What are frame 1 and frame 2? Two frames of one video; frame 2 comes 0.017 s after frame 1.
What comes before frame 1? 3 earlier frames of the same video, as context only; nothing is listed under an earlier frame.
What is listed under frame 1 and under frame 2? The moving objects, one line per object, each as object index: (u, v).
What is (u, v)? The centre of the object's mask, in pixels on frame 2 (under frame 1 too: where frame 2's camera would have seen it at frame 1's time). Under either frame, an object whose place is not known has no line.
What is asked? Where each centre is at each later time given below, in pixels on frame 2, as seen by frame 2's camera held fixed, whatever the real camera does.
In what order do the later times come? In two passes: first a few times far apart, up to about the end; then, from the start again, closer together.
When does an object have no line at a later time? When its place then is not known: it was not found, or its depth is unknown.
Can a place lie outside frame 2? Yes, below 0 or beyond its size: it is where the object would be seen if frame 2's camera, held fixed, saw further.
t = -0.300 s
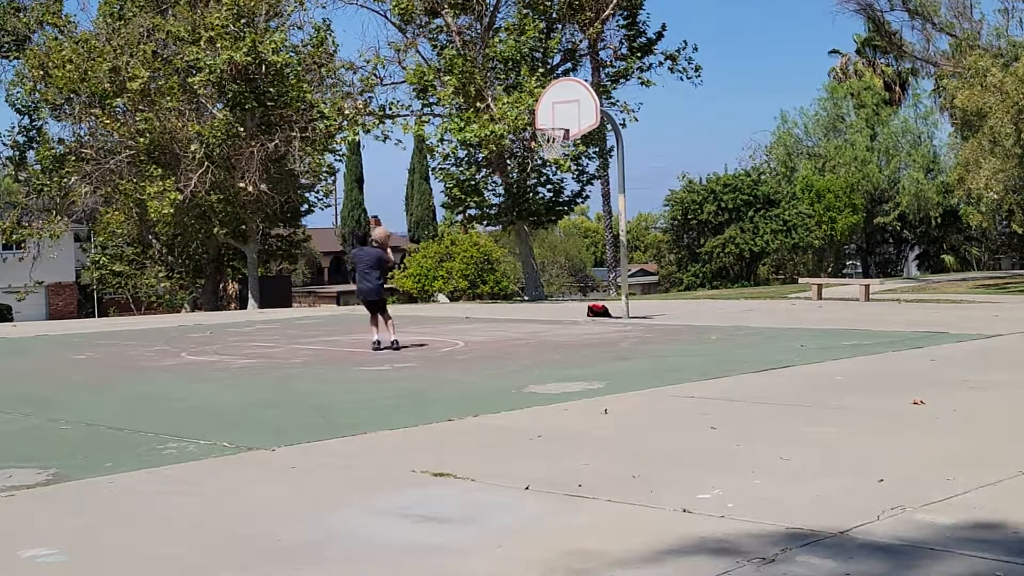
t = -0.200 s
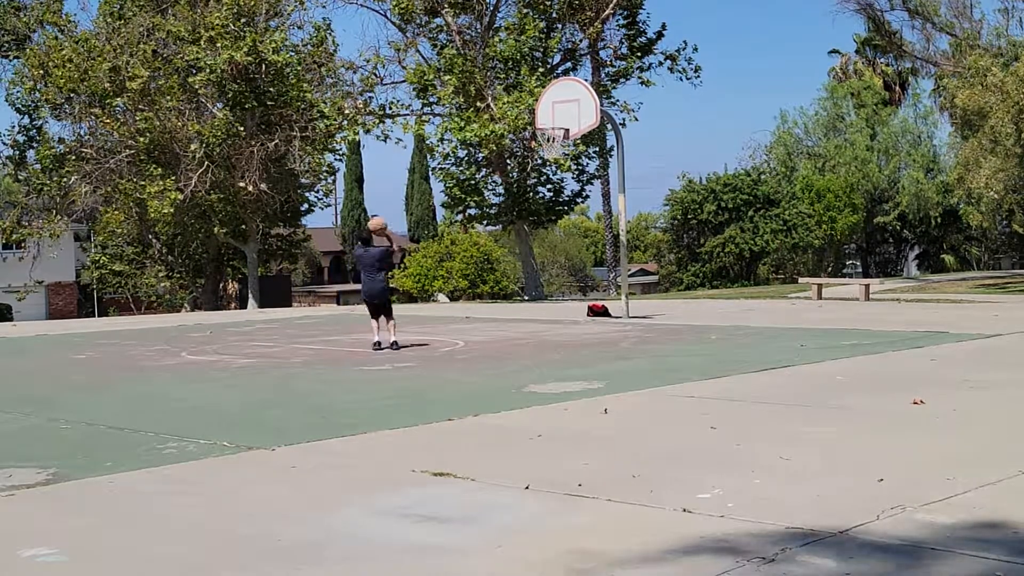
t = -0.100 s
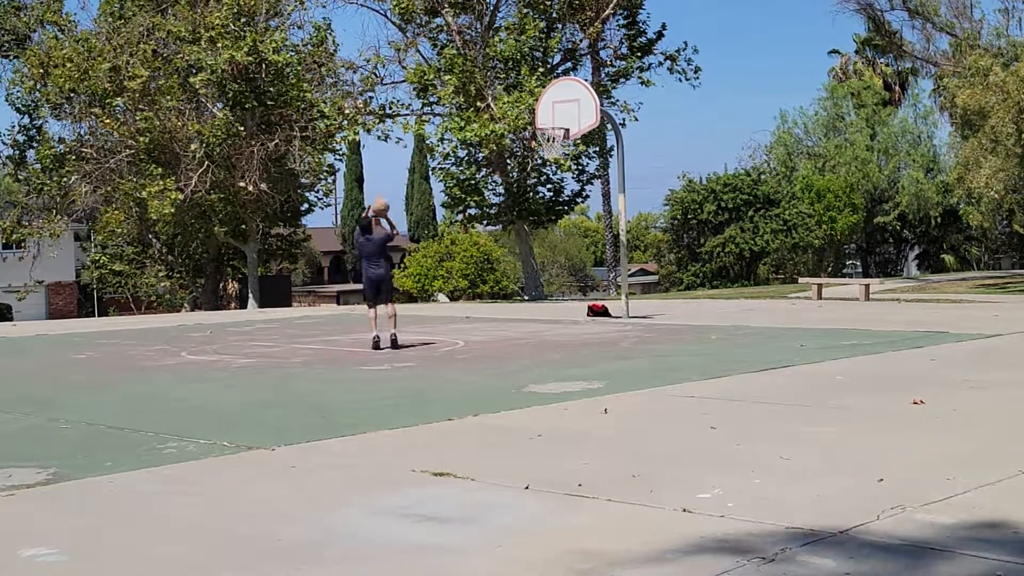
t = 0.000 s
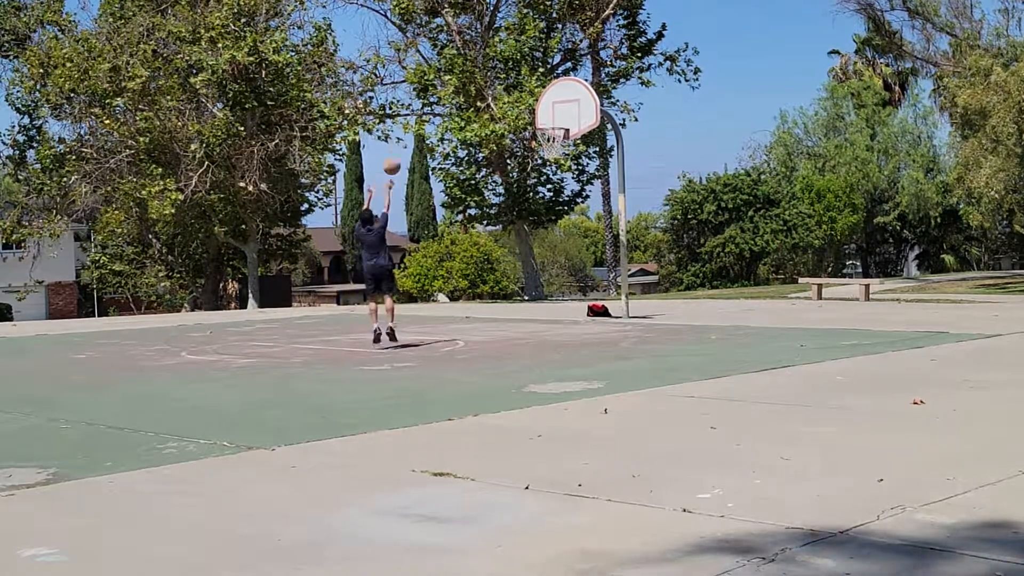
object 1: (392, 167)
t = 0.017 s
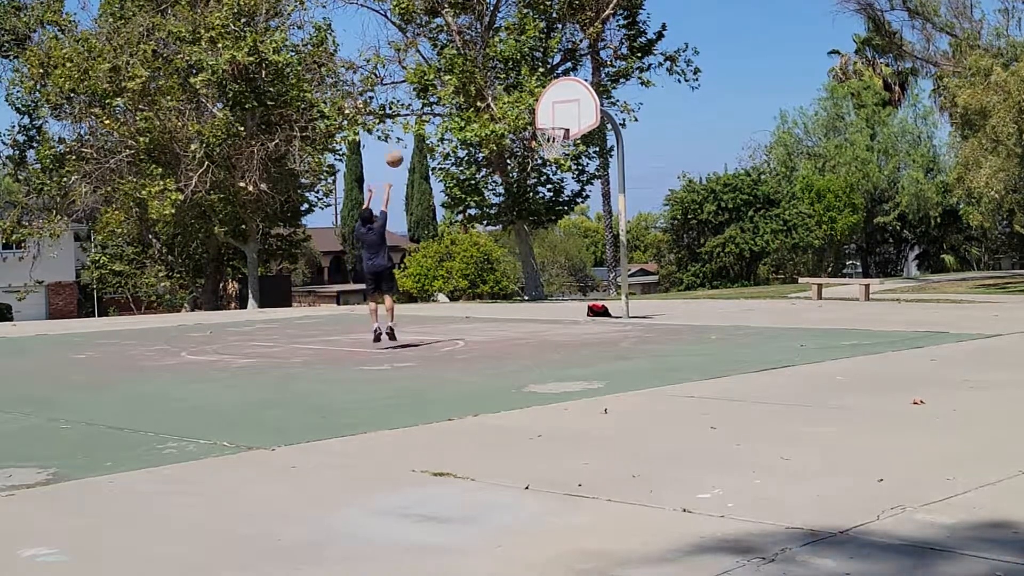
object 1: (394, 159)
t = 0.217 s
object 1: (428, 90)
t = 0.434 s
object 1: (462, 50)
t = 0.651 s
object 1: (494, 45)
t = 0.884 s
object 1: (528, 73)
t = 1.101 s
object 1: (559, 121)
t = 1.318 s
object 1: (595, 100)
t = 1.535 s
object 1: (631, 109)
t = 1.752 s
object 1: (672, 151)
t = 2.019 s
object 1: (724, 245)
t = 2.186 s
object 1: (758, 323)
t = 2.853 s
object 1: (864, 205)
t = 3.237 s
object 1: (936, 283)
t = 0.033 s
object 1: (397, 151)
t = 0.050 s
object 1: (399, 145)
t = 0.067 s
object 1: (402, 138)
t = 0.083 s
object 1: (405, 132)
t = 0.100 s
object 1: (408, 126)
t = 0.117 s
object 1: (410, 120)
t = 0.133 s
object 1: (413, 114)
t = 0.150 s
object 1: (417, 109)
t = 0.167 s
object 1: (419, 104)
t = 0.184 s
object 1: (422, 99)
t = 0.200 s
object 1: (425, 94)
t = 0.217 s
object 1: (428, 90)
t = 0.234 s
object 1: (430, 86)
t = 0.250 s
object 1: (434, 81)
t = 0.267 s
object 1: (435, 77)
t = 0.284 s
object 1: (438, 74)
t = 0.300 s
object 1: (440, 70)
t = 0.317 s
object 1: (443, 67)
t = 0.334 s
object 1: (445, 63)
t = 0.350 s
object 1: (448, 61)
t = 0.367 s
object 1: (451, 59)
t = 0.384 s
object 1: (454, 55)
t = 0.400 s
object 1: (456, 53)
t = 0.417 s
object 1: (459, 52)
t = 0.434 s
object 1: (462, 50)
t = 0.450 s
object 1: (464, 49)
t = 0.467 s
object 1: (466, 47)
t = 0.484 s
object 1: (469, 46)
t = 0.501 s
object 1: (472, 45)
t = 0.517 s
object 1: (474, 44)
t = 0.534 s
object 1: (478, 44)
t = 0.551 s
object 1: (480, 43)
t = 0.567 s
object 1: (481, 43)
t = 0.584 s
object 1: (485, 44)
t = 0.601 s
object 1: (487, 43)
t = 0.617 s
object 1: (490, 43)
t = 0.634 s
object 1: (492, 44)
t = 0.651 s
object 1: (494, 45)
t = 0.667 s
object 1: (497, 46)
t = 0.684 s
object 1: (499, 47)
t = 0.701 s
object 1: (502, 49)
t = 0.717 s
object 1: (504, 50)
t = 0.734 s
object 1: (506, 52)
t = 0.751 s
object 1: (509, 53)
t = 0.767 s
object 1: (512, 55)
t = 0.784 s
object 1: (514, 58)
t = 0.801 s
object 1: (516, 60)
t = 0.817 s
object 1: (519, 61)
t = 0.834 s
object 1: (521, 64)
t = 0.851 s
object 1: (524, 68)
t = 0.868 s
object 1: (526, 70)
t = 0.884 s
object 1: (528, 73)
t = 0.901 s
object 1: (530, 76)
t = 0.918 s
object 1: (533, 80)
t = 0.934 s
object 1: (536, 84)
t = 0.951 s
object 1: (538, 87)
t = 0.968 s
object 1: (540, 90)
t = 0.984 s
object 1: (543, 95)
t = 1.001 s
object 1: (545, 99)
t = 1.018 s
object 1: (548, 104)
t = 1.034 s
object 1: (550, 109)
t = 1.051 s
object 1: (553, 112)
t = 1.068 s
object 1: (555, 117)
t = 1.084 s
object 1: (557, 122)
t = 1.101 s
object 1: (559, 121)
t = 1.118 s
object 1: (561, 118)
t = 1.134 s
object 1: (564, 116)
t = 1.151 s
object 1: (567, 114)
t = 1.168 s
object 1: (570, 111)
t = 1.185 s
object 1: (572, 109)
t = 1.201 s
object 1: (575, 108)
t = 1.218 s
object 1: (577, 107)
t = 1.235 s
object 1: (580, 105)
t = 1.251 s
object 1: (583, 104)
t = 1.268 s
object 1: (586, 102)
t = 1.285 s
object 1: (588, 101)
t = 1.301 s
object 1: (591, 101)
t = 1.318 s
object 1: (595, 100)
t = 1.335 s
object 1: (597, 99)
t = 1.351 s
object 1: (600, 98)
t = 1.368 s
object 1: (602, 98)
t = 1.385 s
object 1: (606, 99)
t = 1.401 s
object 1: (608, 99)
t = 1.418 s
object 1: (610, 100)
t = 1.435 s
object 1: (613, 101)
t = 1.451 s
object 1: (616, 102)
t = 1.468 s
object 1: (620, 103)
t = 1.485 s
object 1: (623, 104)
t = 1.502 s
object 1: (626, 105)
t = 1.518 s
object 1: (629, 107)
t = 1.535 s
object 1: (631, 109)
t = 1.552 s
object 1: (635, 111)
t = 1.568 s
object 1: (638, 113)
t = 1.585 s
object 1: (640, 116)
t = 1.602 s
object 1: (644, 119)
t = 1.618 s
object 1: (647, 122)
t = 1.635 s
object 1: (650, 125)
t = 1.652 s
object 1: (654, 128)
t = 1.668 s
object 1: (657, 130)
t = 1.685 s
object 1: (660, 134)
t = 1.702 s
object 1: (663, 138)
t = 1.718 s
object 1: (665, 142)
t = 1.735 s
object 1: (668, 146)
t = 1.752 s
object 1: (672, 151)
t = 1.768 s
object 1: (676, 155)
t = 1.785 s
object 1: (679, 160)
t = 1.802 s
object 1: (682, 164)
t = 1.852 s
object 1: (691, 179)
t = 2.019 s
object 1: (724, 245)
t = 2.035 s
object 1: (728, 253)
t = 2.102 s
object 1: (742, 287)
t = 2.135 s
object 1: (748, 304)
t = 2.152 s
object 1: (752, 315)
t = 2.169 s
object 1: (756, 325)
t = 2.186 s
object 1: (758, 323)
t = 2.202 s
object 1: (760, 315)
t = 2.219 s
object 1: (762, 309)
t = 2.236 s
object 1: (765, 301)
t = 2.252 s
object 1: (766, 295)
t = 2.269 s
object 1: (769, 289)
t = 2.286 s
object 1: (772, 283)
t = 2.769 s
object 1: (849, 200)
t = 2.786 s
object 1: (852, 200)
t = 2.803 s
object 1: (855, 201)
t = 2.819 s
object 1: (858, 202)
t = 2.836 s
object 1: (861, 203)
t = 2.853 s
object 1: (864, 205)
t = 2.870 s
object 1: (867, 206)
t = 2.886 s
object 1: (870, 207)
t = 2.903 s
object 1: (873, 208)
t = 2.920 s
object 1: (876, 210)
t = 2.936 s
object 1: (879, 213)
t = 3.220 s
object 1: (933, 278)
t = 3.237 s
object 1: (936, 283)
